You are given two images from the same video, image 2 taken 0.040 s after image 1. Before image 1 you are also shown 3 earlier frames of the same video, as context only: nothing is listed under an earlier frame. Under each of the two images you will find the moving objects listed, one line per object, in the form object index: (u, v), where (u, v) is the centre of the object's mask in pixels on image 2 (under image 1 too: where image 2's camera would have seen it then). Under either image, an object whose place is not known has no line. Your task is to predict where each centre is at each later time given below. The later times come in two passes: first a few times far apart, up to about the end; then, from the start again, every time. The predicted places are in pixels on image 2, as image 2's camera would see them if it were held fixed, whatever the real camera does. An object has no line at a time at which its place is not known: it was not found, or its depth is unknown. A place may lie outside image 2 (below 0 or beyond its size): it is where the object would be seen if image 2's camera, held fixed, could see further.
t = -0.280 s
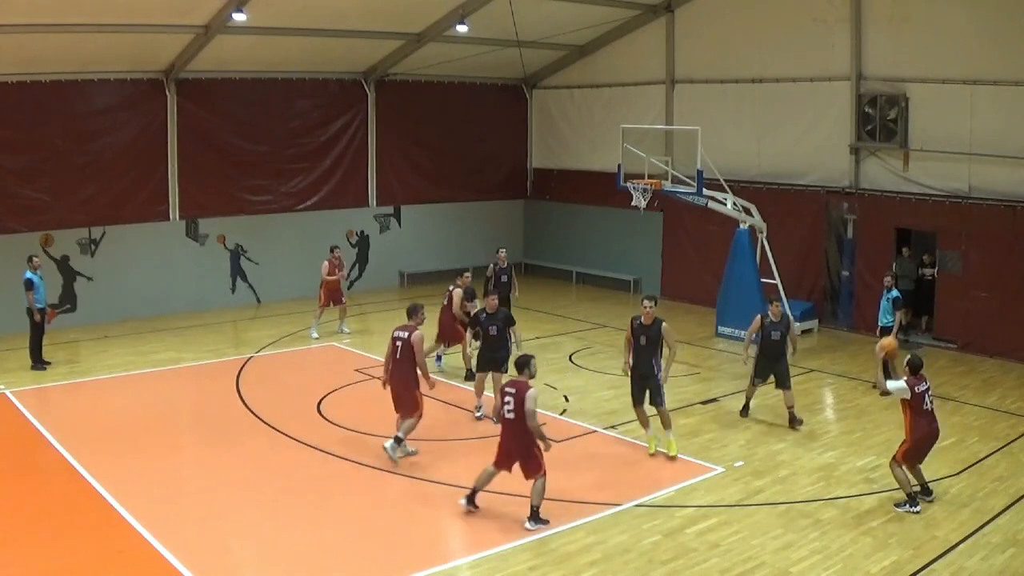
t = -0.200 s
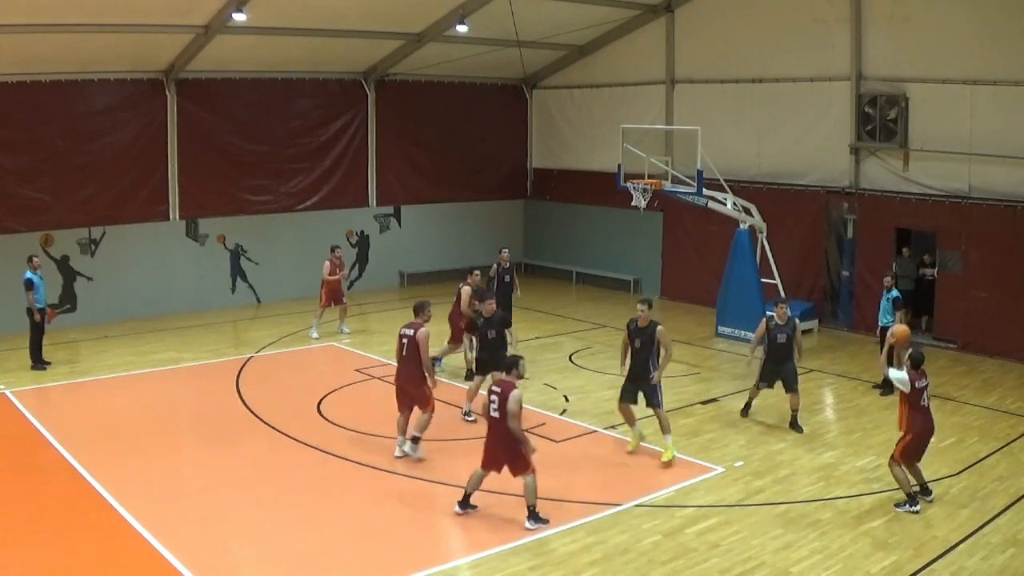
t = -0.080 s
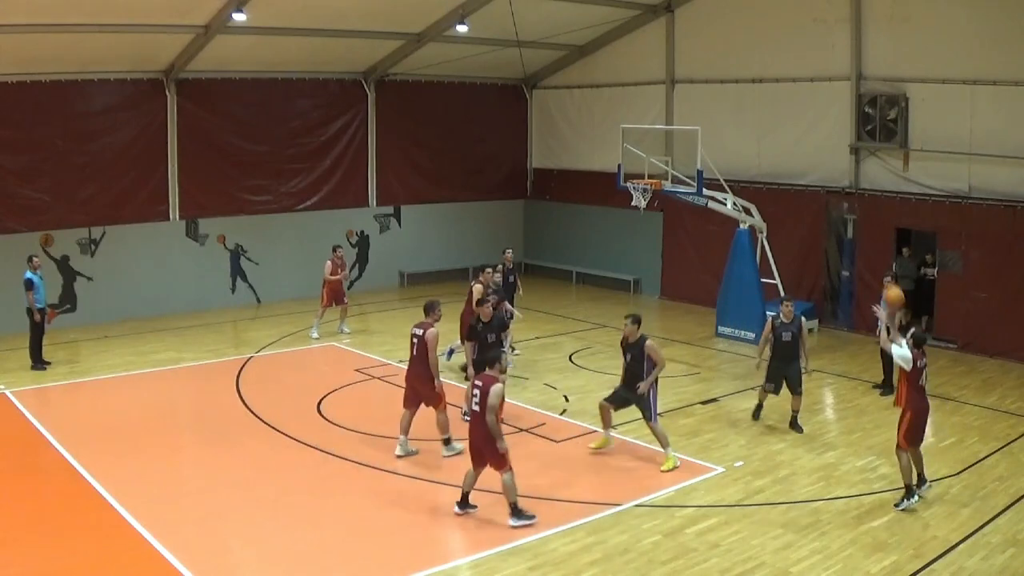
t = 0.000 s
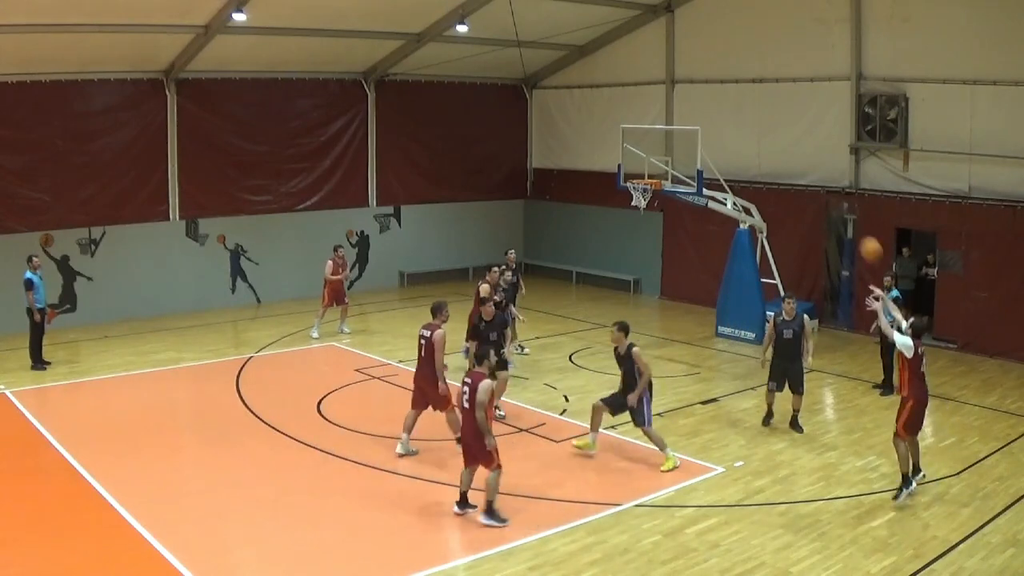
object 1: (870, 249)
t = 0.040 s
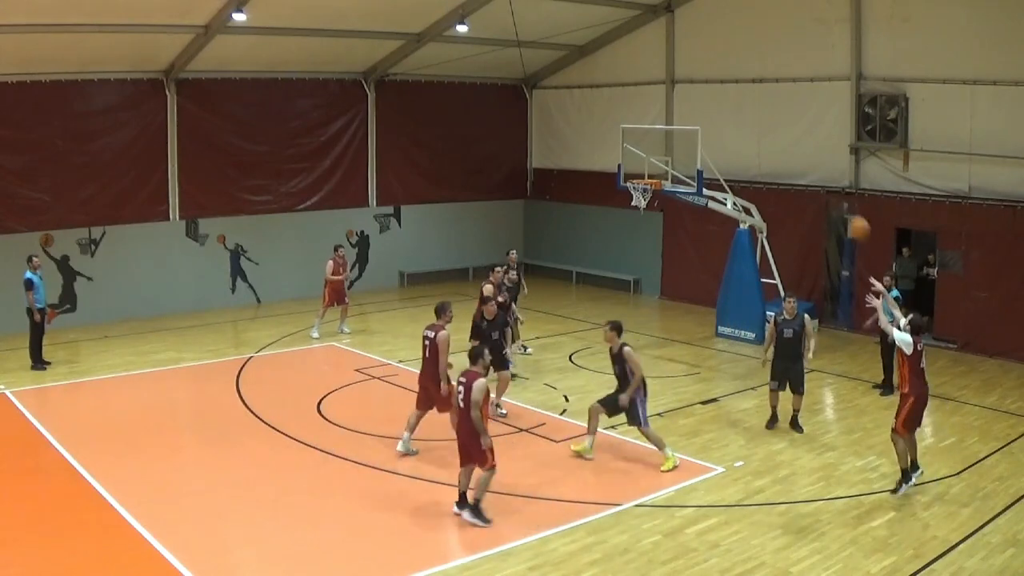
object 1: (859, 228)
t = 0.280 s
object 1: (793, 139)
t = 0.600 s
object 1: (721, 105)
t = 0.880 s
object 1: (670, 133)
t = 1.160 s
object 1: (642, 173)
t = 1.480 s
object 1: (649, 157)
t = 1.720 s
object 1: (654, 187)
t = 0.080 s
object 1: (847, 209)
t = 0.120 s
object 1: (836, 192)
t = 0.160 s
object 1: (825, 175)
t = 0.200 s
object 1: (813, 163)
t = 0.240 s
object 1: (803, 150)
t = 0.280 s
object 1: (793, 139)
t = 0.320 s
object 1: (783, 130)
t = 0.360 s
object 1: (773, 123)
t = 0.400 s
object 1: (764, 116)
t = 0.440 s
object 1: (754, 112)
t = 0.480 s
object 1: (745, 110)
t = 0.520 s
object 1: (737, 107)
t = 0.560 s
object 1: (729, 105)
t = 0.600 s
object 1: (721, 105)
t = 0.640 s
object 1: (713, 106)
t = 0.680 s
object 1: (706, 108)
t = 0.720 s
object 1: (698, 111)
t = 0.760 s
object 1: (692, 115)
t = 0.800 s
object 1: (685, 120)
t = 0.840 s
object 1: (678, 125)
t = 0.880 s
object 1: (670, 133)
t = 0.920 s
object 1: (665, 138)
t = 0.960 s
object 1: (659, 147)
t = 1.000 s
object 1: (653, 156)
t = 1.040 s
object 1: (647, 164)
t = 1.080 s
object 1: (641, 174)
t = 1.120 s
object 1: (642, 174)
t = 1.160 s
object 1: (642, 173)
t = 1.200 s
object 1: (644, 168)
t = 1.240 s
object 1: (645, 163)
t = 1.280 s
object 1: (645, 160)
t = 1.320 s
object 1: (646, 158)
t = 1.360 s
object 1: (646, 156)
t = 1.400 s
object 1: (647, 155)
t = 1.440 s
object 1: (648, 155)
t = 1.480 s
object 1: (649, 157)
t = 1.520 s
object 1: (649, 159)
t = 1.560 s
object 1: (651, 162)
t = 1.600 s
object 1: (652, 166)
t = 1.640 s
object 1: (653, 172)
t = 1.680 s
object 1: (653, 180)
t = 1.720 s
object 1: (654, 187)
